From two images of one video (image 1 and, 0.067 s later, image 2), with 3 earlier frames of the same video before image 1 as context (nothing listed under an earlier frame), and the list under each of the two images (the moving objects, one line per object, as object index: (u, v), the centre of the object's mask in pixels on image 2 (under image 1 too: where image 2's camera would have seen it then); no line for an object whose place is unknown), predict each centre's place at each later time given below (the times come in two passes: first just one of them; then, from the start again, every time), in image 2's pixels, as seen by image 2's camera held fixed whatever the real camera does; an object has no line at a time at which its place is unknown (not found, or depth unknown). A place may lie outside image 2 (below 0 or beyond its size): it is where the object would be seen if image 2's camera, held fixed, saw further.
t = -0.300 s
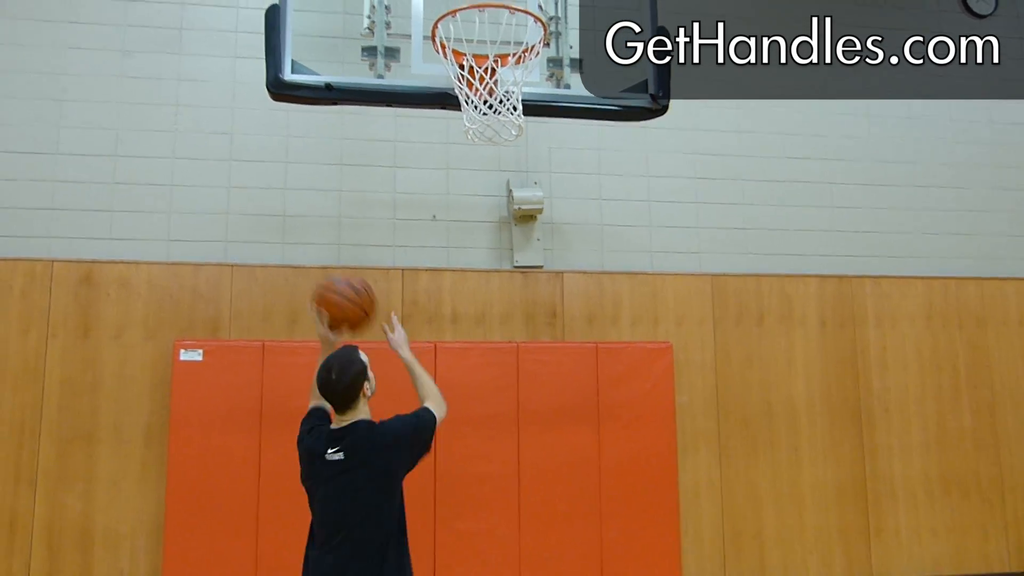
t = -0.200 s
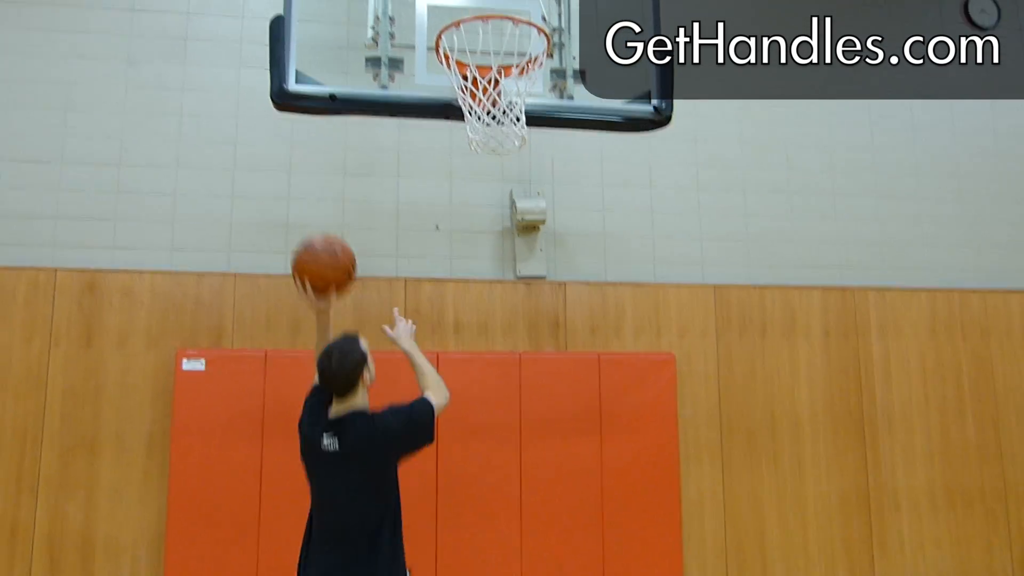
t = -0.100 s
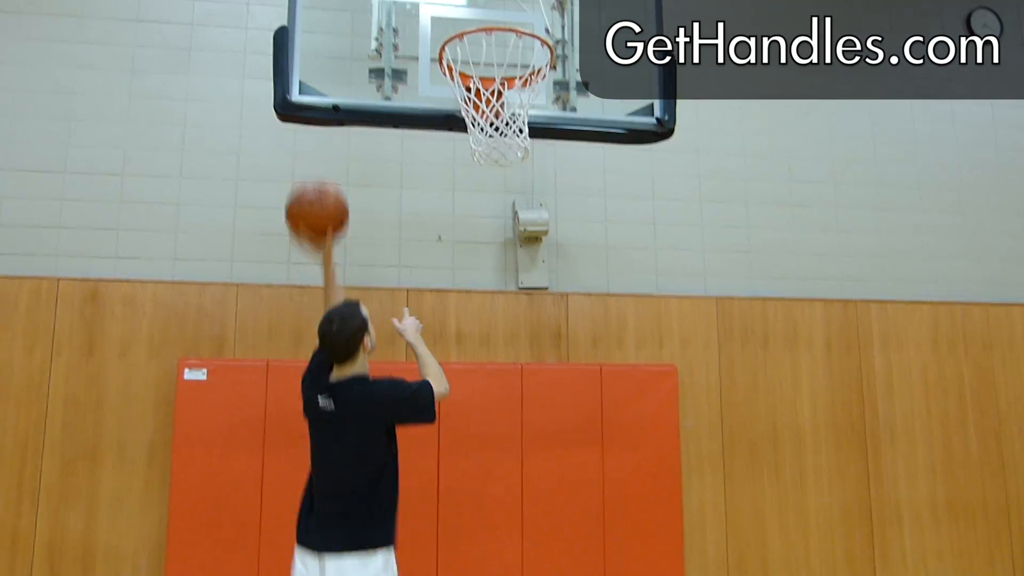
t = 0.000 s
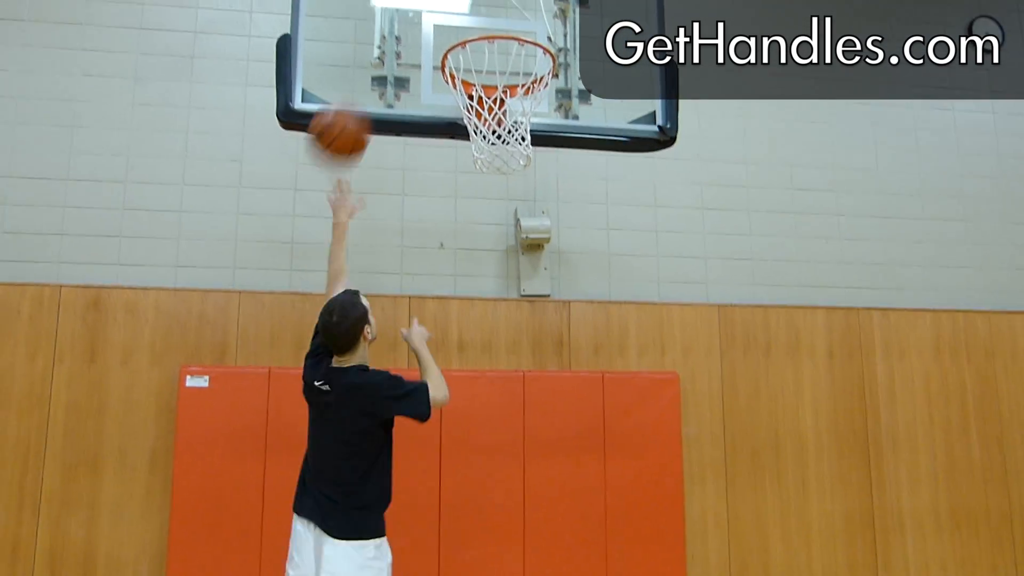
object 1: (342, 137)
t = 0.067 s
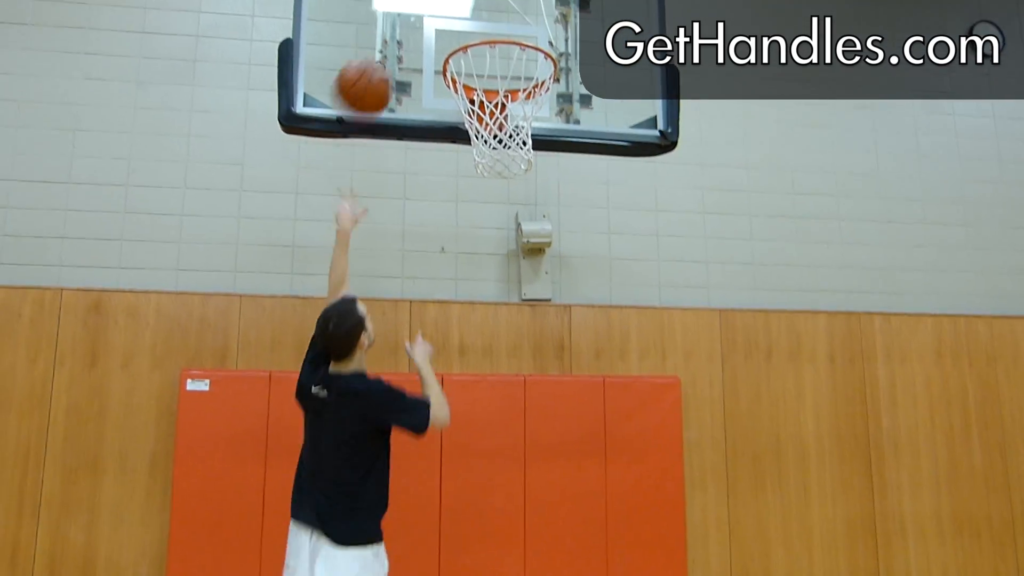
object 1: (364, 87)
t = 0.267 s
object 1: (418, 12)
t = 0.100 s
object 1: (374, 68)
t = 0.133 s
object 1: (382, 53)
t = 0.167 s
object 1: (392, 38)
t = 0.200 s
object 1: (401, 28)
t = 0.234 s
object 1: (409, 19)
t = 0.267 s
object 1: (418, 12)
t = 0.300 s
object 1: (426, 7)
